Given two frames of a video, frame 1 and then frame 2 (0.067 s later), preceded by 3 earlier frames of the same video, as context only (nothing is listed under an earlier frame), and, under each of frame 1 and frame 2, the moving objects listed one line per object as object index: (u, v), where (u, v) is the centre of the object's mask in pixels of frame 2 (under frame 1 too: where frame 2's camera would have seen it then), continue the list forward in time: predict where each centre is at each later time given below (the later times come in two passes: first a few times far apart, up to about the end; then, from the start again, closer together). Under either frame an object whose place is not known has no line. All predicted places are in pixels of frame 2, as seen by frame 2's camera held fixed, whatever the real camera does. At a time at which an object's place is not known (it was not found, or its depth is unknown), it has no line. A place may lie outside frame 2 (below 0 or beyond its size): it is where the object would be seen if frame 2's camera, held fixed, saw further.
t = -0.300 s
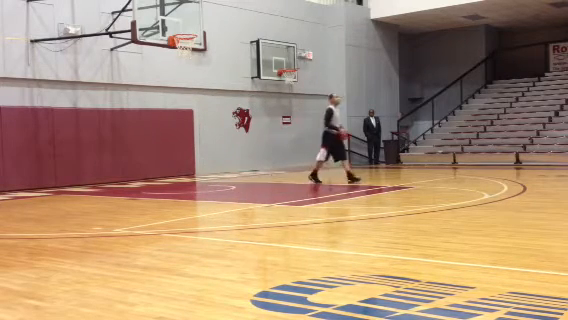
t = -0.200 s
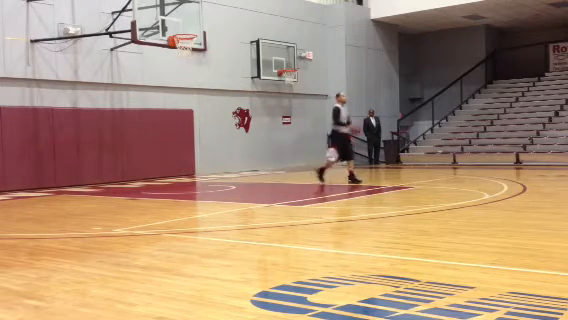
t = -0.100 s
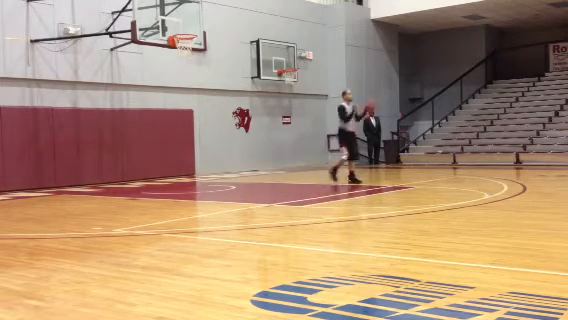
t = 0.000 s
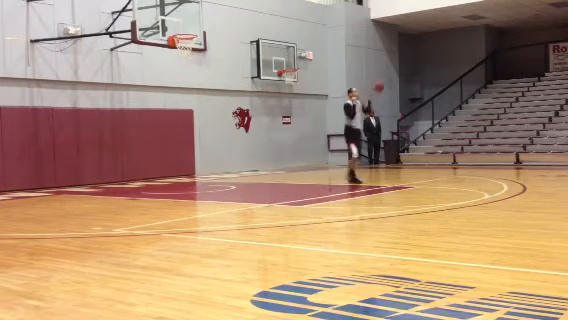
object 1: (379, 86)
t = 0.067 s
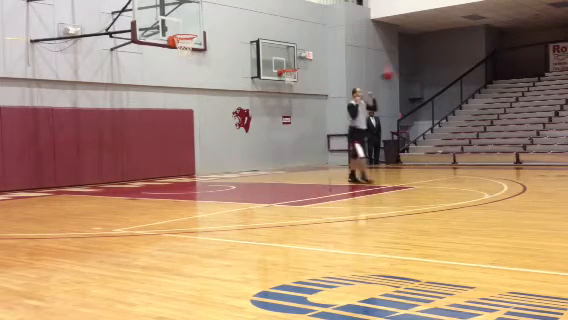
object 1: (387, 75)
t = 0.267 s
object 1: (410, 53)
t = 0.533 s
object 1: (442, 56)
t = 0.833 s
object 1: (482, 105)
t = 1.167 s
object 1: (510, 157)
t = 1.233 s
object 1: (505, 140)
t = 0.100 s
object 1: (390, 70)
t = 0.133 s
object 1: (394, 65)
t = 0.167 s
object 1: (398, 61)
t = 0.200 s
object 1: (402, 58)
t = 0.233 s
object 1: (406, 55)
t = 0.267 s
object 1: (410, 53)
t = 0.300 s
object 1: (413, 51)
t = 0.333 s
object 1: (417, 50)
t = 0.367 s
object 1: (422, 50)
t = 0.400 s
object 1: (425, 50)
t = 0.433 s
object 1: (430, 51)
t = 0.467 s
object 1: (434, 52)
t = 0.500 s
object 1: (438, 54)
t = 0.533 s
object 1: (442, 56)
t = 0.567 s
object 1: (446, 57)
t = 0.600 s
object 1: (451, 61)
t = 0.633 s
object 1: (455, 65)
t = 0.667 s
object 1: (459, 70)
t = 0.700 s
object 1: (464, 76)
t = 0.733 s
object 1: (469, 82)
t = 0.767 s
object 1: (472, 88)
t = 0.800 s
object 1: (476, 96)
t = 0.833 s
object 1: (482, 105)
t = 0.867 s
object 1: (487, 115)
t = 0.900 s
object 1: (491, 124)
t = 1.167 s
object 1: (510, 157)
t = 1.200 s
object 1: (507, 149)
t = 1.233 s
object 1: (505, 140)
